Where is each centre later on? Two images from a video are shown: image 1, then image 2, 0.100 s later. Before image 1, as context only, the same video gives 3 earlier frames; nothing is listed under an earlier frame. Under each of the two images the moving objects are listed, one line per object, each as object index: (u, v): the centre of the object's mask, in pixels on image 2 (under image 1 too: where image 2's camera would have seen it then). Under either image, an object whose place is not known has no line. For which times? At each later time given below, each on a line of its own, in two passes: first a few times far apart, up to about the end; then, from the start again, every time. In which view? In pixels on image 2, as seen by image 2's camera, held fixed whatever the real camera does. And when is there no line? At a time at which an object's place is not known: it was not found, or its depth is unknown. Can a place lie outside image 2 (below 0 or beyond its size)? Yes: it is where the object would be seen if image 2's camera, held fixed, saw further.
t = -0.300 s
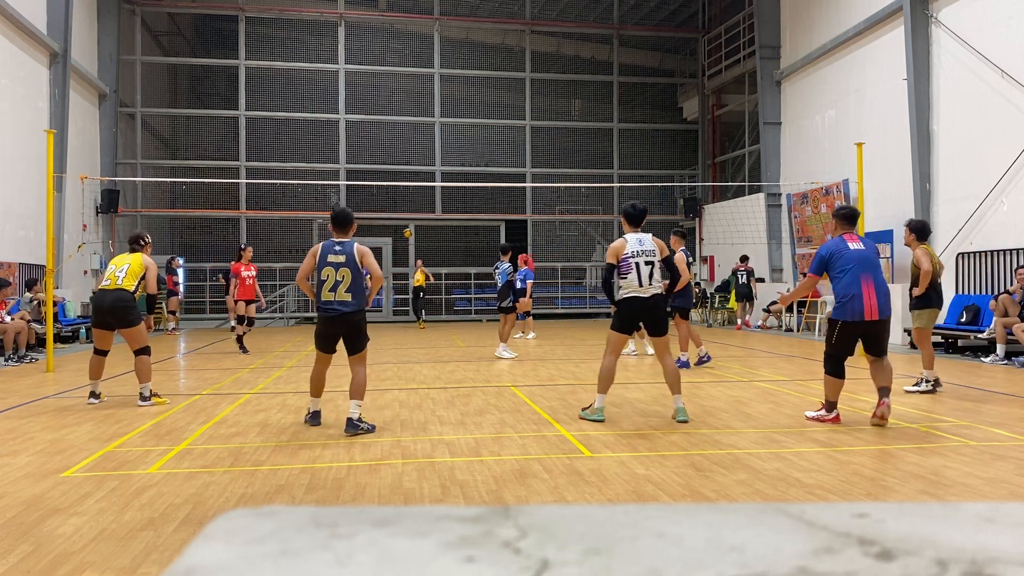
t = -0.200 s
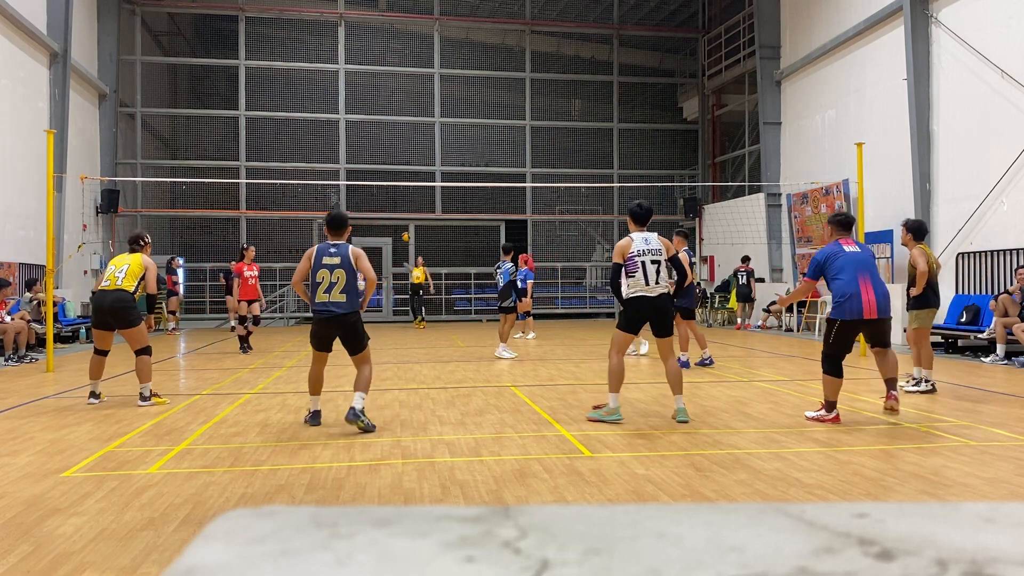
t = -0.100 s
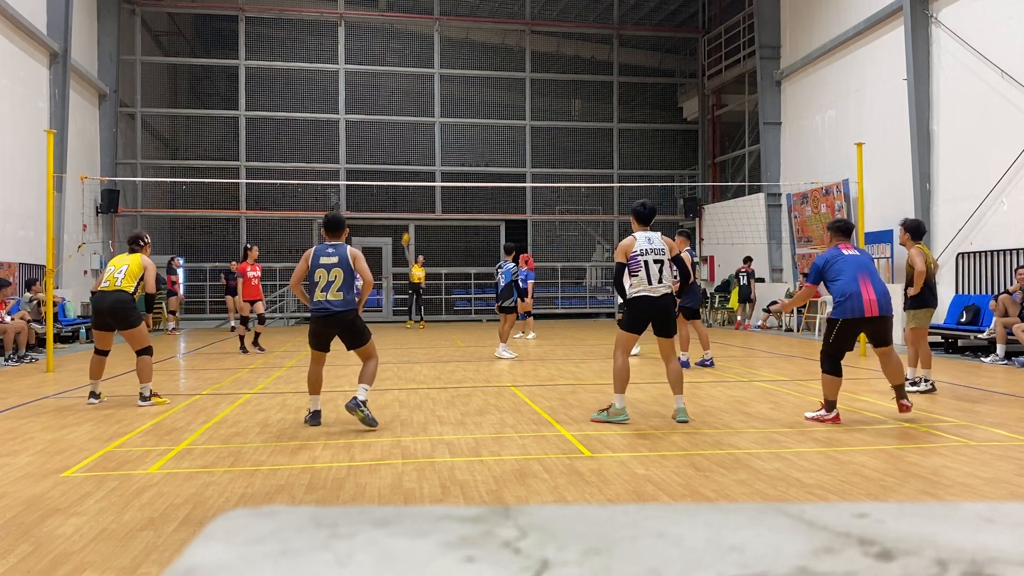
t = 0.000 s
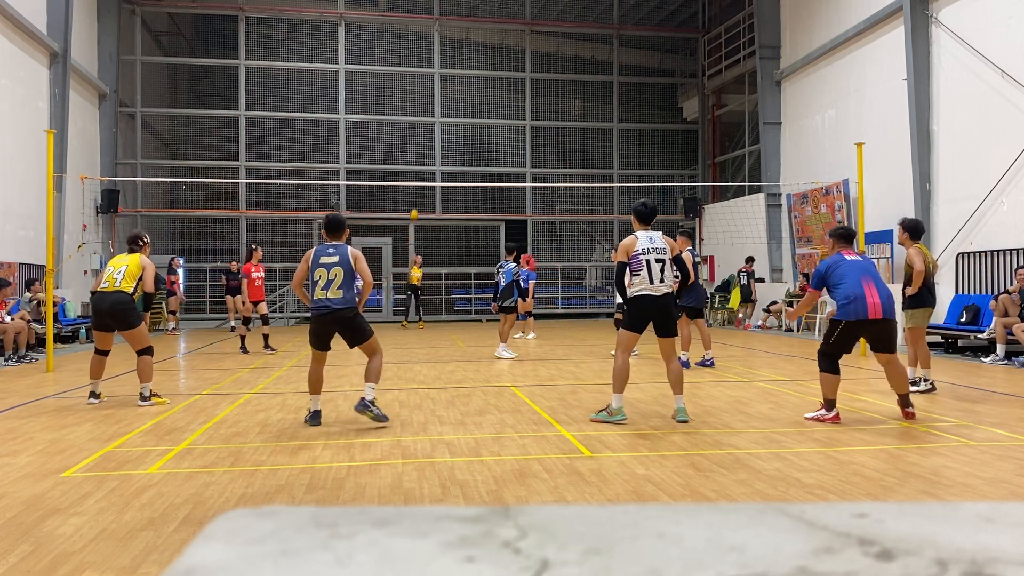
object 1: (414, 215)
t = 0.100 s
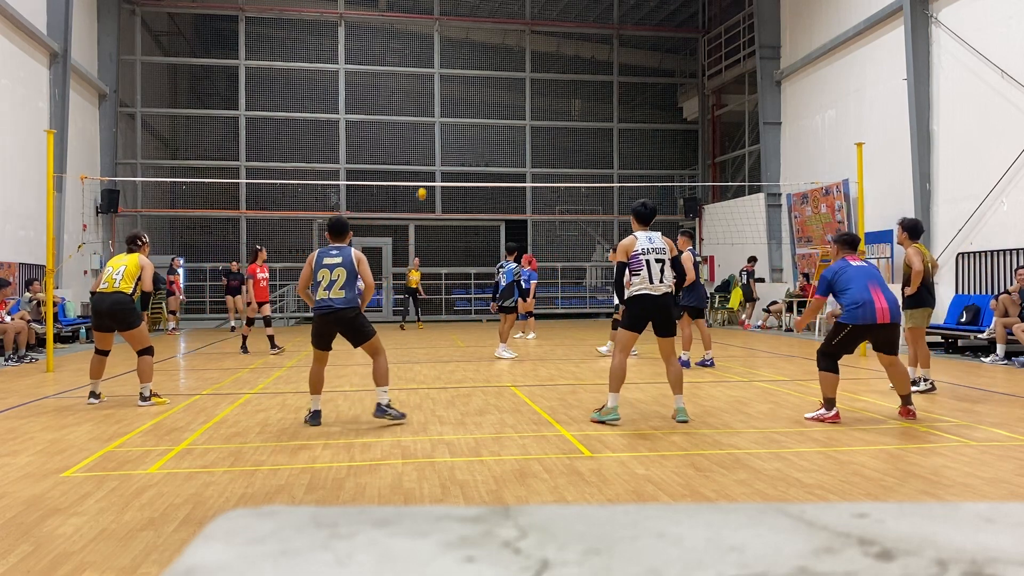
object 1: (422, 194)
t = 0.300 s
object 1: (440, 162)
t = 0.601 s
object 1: (477, 146)
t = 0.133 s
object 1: (424, 189)
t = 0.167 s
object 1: (427, 181)
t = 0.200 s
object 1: (429, 176)
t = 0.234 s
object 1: (432, 171)
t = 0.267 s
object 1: (436, 166)
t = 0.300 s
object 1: (440, 162)
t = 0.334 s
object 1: (443, 158)
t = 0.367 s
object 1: (447, 155)
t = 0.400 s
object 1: (451, 152)
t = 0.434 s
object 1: (455, 150)
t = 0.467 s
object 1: (459, 148)
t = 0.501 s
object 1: (463, 146)
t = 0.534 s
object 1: (468, 146)
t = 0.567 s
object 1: (472, 146)
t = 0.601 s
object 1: (477, 146)
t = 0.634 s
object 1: (482, 148)
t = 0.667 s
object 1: (487, 150)
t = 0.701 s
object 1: (493, 153)
